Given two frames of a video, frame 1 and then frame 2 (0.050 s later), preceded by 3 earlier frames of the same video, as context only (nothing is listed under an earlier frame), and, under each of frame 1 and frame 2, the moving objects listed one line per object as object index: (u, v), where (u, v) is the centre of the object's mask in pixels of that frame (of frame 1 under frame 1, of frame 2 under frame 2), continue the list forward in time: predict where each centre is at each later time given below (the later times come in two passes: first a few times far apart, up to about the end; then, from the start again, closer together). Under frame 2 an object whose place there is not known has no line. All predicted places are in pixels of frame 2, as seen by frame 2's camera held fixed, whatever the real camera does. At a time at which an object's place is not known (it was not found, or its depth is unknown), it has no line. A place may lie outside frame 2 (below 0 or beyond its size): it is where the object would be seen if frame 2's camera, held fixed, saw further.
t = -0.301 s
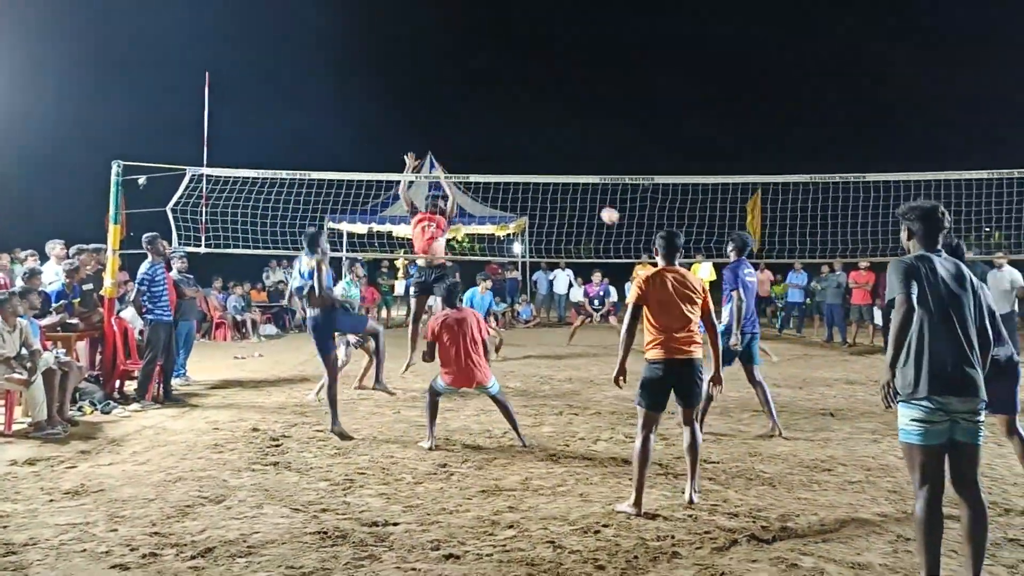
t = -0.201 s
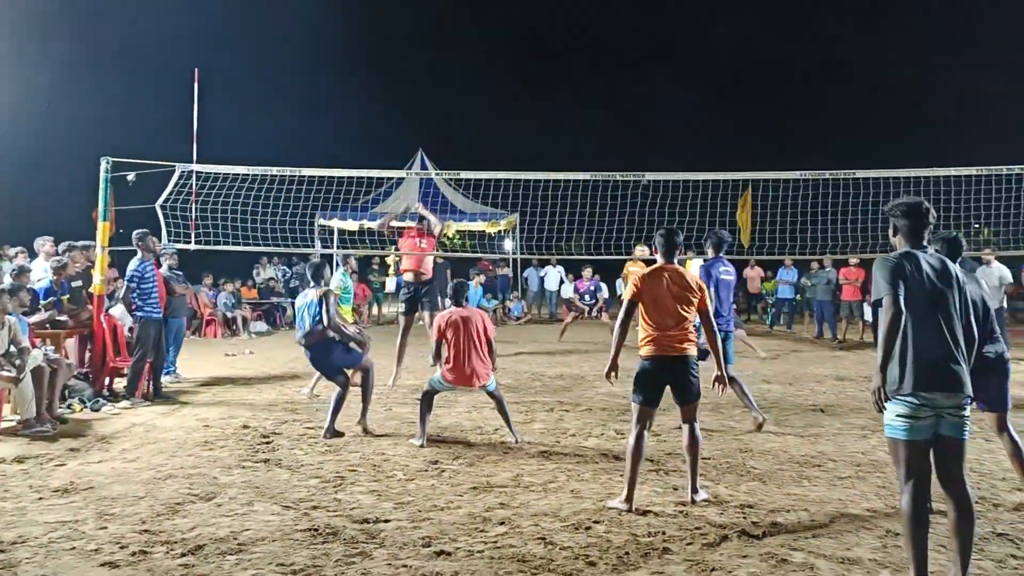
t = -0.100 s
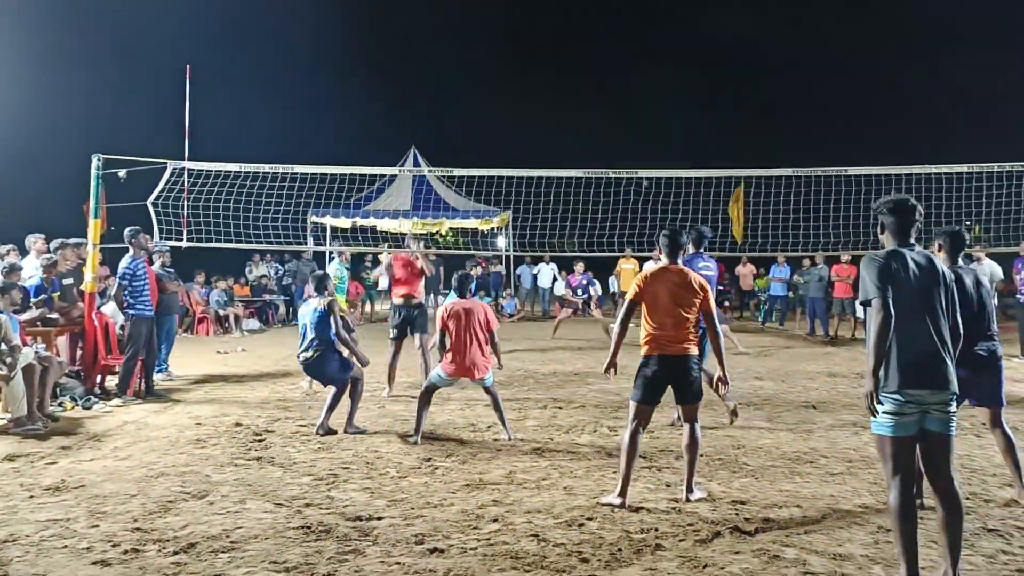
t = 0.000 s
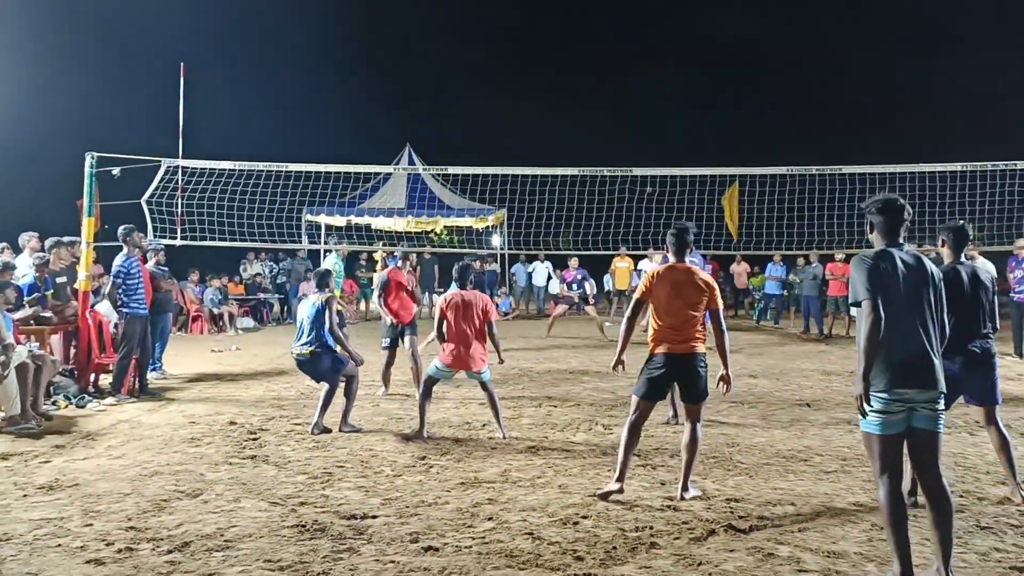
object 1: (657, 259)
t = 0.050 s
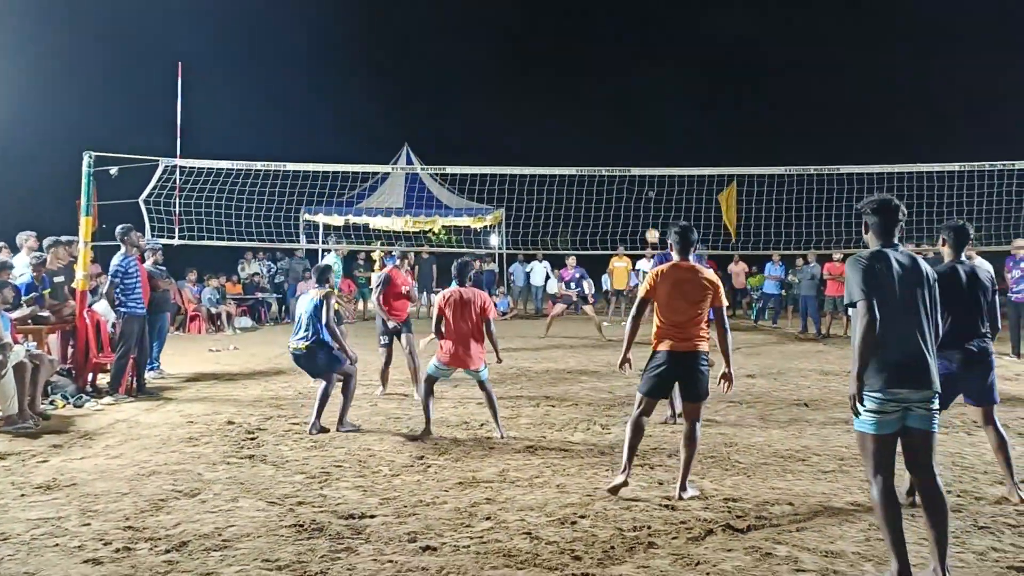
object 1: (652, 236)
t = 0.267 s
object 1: (634, 154)
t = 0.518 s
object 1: (612, 90)
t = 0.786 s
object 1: (587, 61)
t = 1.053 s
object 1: (558, 83)
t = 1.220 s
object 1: (539, 126)
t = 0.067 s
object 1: (651, 229)
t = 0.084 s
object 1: (649, 222)
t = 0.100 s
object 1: (648, 215)
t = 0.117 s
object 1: (647, 208)
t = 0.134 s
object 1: (646, 202)
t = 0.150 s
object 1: (644, 196)
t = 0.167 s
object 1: (643, 190)
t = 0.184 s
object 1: (641, 184)
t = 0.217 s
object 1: (638, 172)
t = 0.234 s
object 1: (637, 164)
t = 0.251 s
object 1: (635, 160)
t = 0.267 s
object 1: (634, 154)
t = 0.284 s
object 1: (632, 149)
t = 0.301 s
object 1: (631, 144)
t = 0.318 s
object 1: (630, 139)
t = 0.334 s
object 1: (629, 134)
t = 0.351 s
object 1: (627, 130)
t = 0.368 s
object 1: (625, 125)
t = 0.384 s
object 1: (624, 121)
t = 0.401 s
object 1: (622, 117)
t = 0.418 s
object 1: (621, 112)
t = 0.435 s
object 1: (619, 108)
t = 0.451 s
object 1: (617, 105)
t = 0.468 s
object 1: (616, 101)
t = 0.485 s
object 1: (615, 97)
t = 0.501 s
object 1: (613, 94)
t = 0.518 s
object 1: (612, 90)
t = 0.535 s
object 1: (610, 87)
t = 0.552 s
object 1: (609, 84)
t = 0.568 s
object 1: (607, 82)
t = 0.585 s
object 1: (606, 79)
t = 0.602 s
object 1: (604, 77)
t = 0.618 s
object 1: (603, 74)
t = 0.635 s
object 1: (601, 72)
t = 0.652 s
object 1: (599, 70)
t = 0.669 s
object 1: (598, 68)
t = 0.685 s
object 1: (596, 67)
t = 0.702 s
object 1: (595, 65)
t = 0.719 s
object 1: (593, 64)
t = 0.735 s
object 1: (592, 63)
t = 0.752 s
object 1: (590, 62)
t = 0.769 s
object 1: (589, 62)
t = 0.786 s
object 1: (587, 61)
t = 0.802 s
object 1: (585, 62)
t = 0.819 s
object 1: (583, 62)
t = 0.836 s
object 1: (581, 61)
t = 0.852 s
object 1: (579, 62)
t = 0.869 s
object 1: (578, 62)
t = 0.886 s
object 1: (576, 63)
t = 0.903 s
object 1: (574, 63)
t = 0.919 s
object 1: (573, 65)
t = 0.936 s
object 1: (571, 66)
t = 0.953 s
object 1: (569, 68)
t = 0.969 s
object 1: (568, 70)
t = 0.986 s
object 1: (566, 72)
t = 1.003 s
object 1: (564, 75)
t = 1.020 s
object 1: (562, 77)
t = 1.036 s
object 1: (560, 80)
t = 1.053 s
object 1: (558, 83)
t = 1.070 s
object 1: (556, 86)
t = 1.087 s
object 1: (554, 89)
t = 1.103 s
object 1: (553, 93)
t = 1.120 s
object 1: (551, 97)
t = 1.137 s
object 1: (549, 101)
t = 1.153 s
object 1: (547, 105)
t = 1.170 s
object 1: (545, 110)
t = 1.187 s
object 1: (543, 115)
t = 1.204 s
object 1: (541, 121)
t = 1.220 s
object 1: (539, 126)
